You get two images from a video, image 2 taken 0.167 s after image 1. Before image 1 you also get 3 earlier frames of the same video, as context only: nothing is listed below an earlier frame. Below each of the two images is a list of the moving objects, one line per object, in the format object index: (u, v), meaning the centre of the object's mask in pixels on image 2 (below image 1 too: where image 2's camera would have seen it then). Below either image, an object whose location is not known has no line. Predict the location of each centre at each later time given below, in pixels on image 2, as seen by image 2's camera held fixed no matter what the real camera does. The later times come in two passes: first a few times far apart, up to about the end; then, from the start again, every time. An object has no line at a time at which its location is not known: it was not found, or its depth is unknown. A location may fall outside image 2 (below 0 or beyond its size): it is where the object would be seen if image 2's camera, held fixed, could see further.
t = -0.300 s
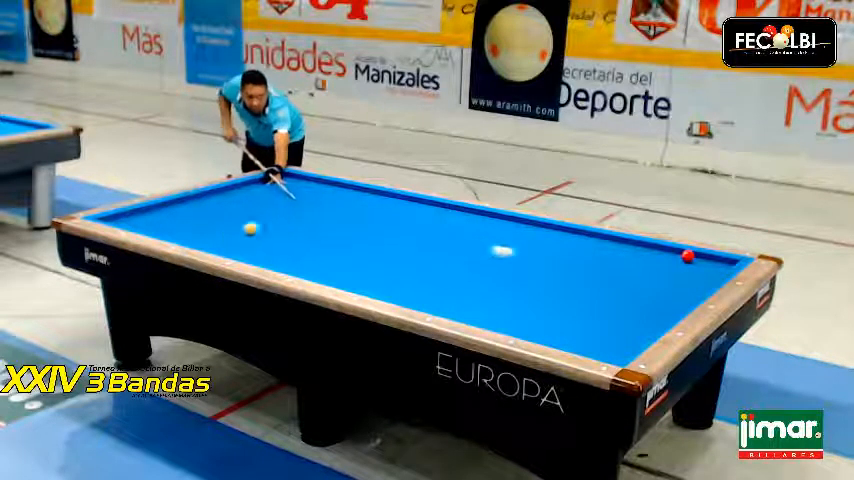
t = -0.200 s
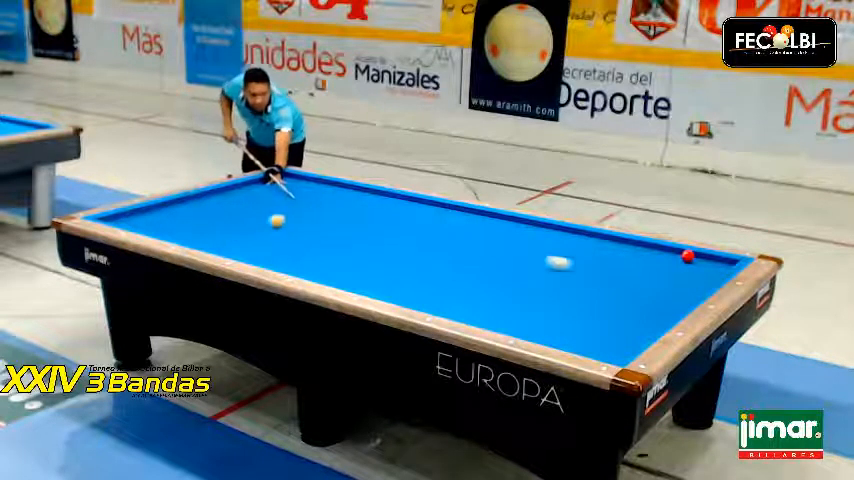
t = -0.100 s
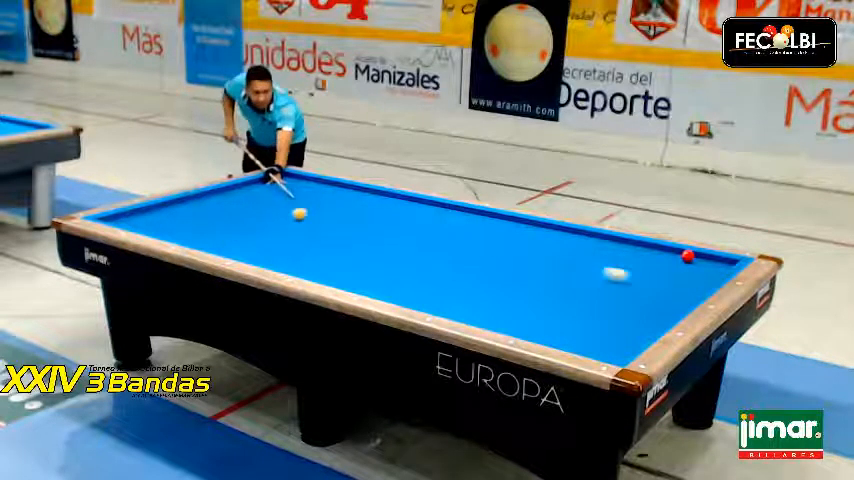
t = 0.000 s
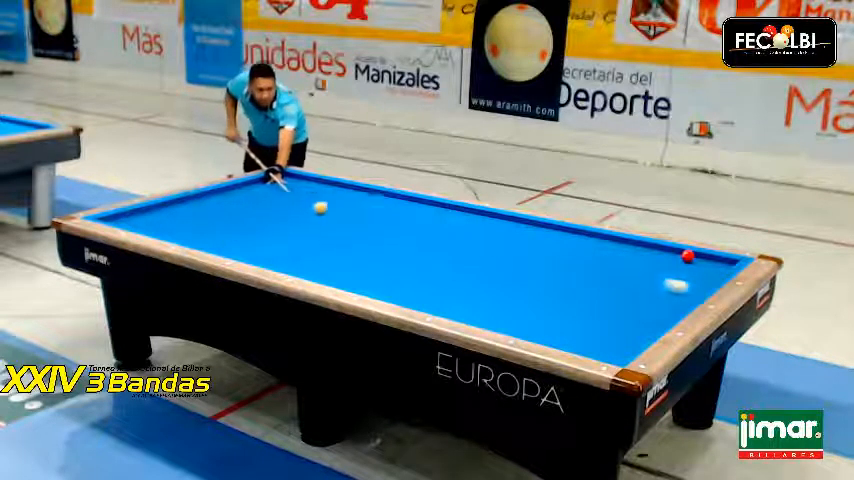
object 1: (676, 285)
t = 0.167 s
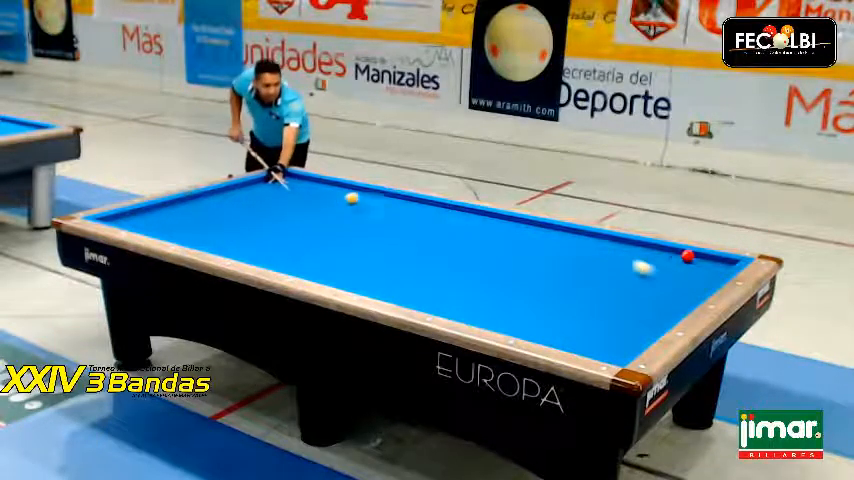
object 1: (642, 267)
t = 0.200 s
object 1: (630, 262)
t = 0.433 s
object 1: (565, 235)
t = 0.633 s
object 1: (520, 221)
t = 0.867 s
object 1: (456, 216)
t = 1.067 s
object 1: (405, 212)
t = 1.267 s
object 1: (354, 207)
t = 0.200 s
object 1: (630, 262)
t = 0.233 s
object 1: (619, 258)
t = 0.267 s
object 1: (608, 254)
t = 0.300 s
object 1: (599, 249)
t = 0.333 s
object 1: (589, 245)
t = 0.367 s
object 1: (580, 241)
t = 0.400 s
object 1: (572, 238)
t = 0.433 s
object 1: (565, 235)
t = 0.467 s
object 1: (558, 232)
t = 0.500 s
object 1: (551, 229)
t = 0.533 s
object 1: (545, 227)
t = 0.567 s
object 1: (539, 223)
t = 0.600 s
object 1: (530, 222)
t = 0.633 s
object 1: (520, 221)
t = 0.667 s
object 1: (511, 220)
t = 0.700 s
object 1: (502, 220)
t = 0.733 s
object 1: (493, 219)
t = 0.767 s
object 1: (483, 219)
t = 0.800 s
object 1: (473, 218)
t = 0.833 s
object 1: (464, 217)
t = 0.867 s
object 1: (456, 216)
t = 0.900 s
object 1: (448, 216)
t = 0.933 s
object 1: (439, 214)
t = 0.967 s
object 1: (430, 214)
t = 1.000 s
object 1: (422, 213)
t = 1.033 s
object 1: (413, 212)
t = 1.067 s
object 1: (405, 212)
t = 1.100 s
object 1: (396, 211)
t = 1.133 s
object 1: (387, 210)
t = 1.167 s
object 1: (378, 209)
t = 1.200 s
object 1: (370, 209)
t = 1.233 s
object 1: (362, 208)
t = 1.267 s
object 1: (354, 207)
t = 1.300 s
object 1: (346, 206)
